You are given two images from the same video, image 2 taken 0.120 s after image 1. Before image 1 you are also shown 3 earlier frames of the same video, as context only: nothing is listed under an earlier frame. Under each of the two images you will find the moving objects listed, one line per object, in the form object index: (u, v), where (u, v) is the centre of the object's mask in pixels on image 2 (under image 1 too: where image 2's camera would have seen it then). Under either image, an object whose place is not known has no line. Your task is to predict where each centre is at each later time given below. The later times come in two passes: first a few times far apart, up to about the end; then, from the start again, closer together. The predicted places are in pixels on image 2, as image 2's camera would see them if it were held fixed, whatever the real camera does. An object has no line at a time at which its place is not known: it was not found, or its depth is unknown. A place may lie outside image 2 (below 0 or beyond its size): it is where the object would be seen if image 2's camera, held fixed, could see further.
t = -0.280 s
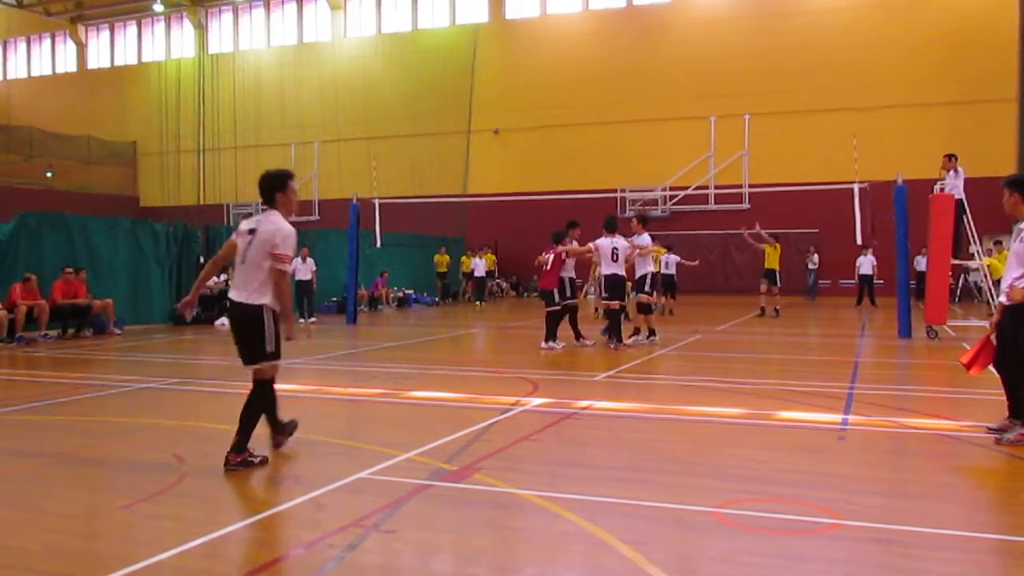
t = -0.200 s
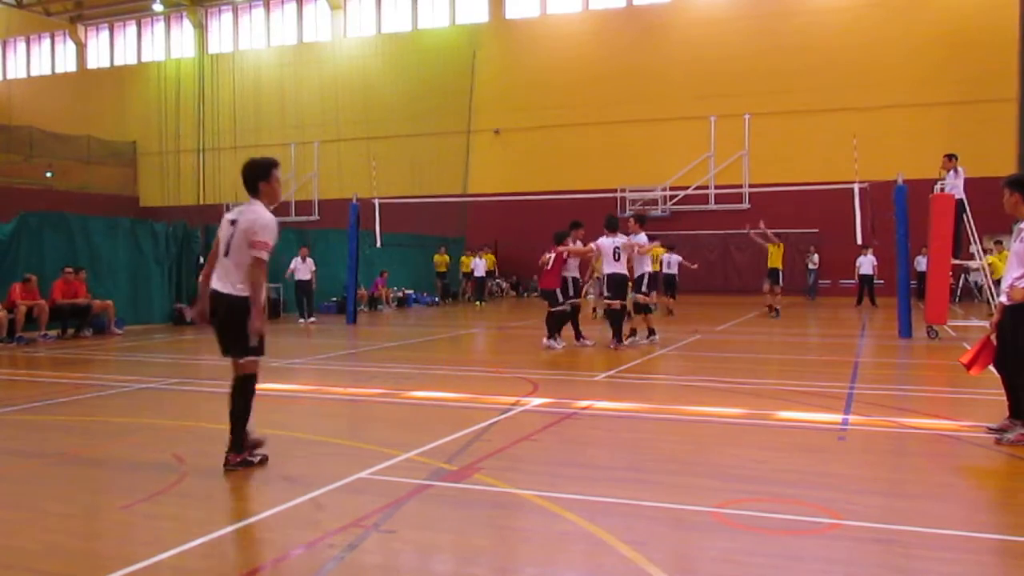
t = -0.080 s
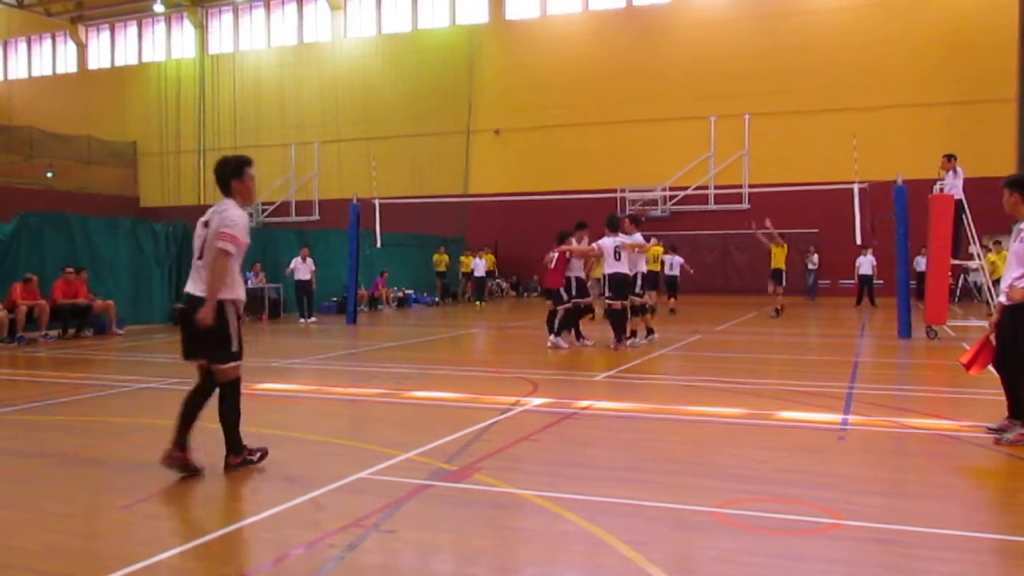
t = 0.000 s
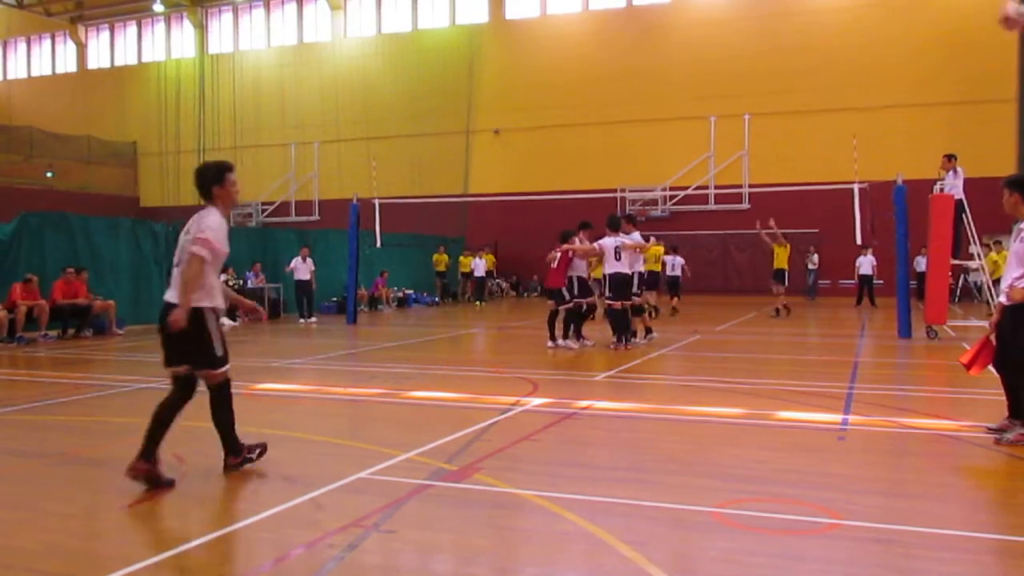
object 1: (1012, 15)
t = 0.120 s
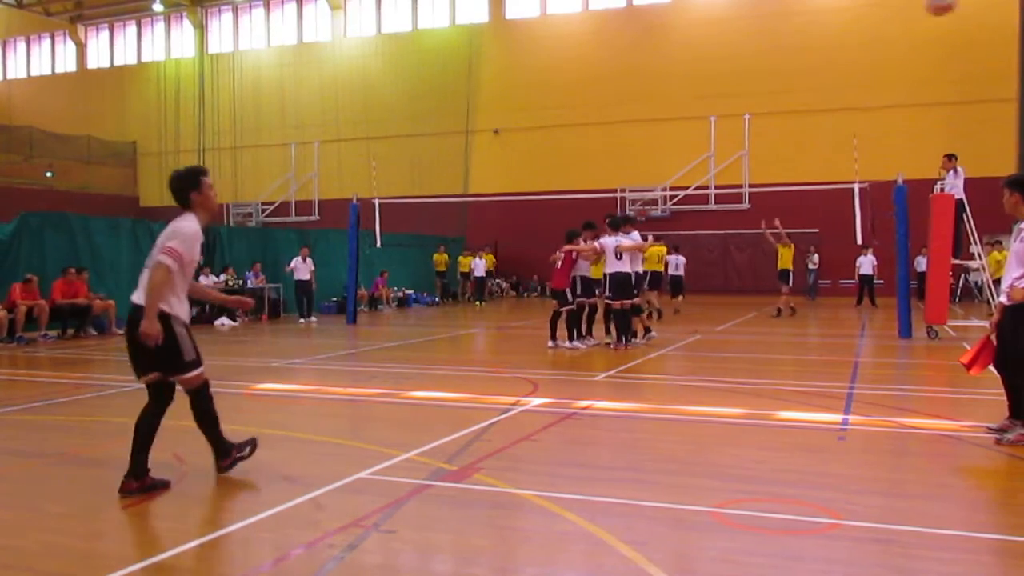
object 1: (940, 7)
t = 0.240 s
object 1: (867, 8)
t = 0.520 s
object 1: (689, 88)
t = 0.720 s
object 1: (561, 215)
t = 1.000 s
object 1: (402, 386)
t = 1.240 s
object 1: (348, 236)
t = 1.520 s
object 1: (283, 168)
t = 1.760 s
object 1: (232, 201)
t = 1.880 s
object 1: (205, 248)
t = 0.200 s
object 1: (891, 7)
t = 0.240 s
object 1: (867, 8)
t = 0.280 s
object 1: (841, 11)
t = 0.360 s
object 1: (791, 27)
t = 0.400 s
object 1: (766, 39)
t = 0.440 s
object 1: (740, 54)
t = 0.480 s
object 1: (715, 70)
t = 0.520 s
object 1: (689, 88)
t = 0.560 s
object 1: (664, 110)
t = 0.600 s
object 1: (638, 132)
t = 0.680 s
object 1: (586, 185)
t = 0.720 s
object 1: (561, 215)
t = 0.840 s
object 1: (483, 315)
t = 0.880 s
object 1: (455, 353)
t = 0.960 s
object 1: (410, 429)
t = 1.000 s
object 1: (402, 386)
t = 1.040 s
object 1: (393, 354)
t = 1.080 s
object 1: (383, 325)
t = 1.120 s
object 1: (374, 298)
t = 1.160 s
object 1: (365, 274)
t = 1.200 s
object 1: (357, 255)
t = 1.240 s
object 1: (348, 236)
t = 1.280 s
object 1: (339, 219)
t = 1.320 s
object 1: (330, 205)
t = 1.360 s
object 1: (321, 194)
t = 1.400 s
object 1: (308, 183)
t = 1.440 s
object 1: (303, 177)
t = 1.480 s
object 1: (293, 172)
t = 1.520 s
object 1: (283, 168)
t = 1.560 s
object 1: (275, 169)
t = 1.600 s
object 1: (266, 169)
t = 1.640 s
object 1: (257, 174)
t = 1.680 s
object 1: (249, 180)
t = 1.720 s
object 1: (239, 189)
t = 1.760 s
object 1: (232, 201)
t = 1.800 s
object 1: (223, 215)
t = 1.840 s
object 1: (214, 230)
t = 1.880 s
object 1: (205, 248)
